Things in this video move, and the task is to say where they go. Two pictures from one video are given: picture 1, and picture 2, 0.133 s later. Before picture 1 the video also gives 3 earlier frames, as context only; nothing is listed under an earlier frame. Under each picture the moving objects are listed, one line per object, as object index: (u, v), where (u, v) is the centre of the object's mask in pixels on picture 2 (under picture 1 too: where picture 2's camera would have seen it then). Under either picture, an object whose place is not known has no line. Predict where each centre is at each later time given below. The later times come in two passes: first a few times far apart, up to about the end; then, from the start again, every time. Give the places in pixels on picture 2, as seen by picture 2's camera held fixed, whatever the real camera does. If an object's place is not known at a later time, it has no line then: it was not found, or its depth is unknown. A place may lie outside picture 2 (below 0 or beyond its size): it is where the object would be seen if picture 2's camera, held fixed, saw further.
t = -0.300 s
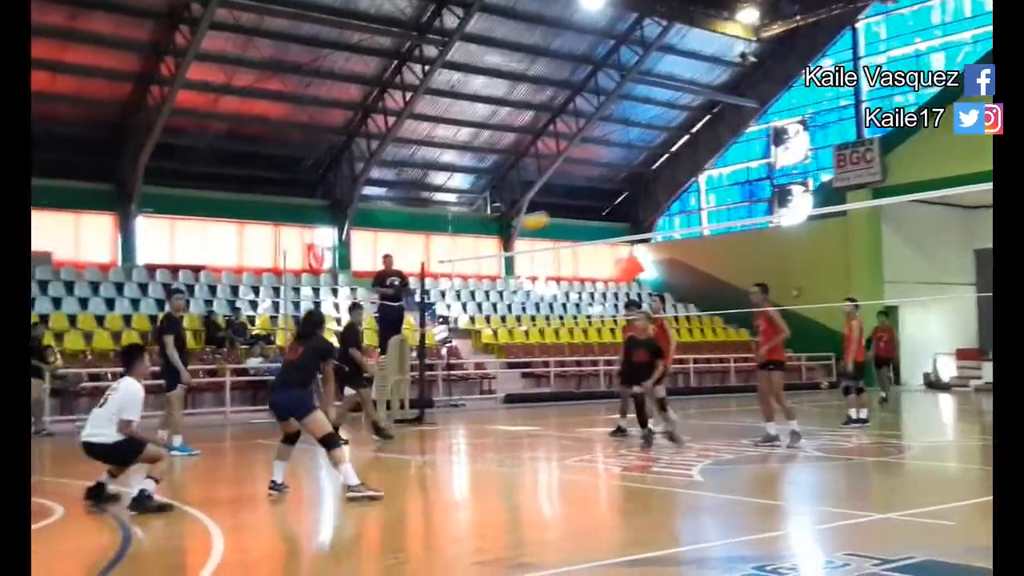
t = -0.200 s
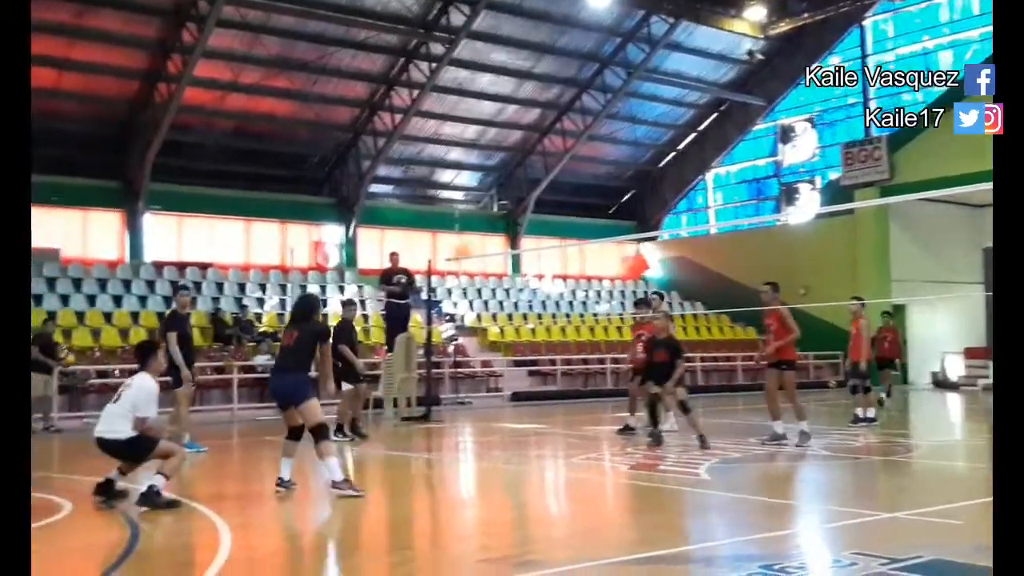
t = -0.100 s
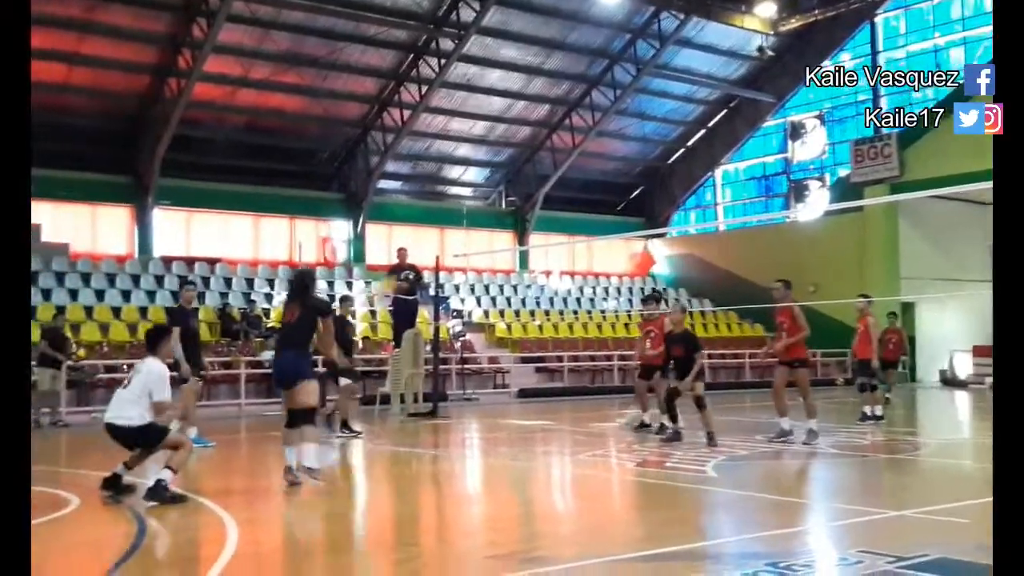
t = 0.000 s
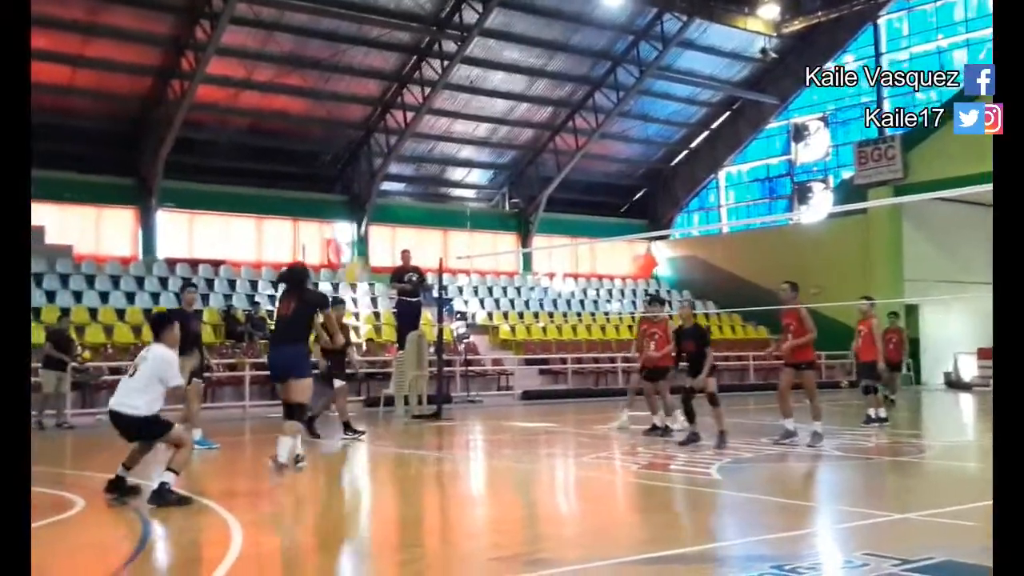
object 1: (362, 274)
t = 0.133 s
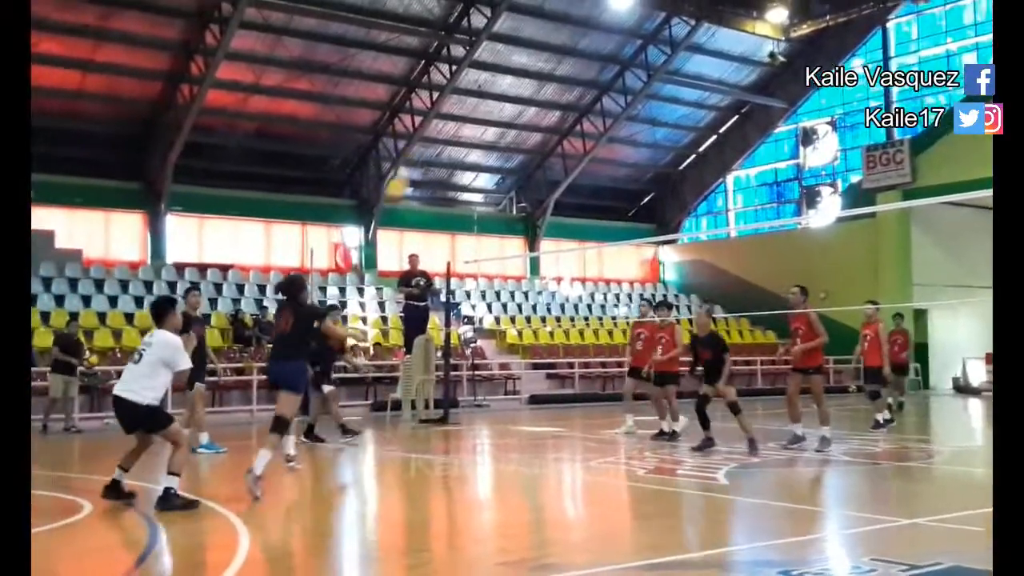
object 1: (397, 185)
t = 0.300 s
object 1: (442, 99)
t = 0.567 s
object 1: (505, 30)
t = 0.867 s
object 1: (571, 42)
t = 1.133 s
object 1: (624, 120)
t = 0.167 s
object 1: (408, 160)
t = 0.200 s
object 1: (412, 148)
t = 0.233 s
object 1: (423, 127)
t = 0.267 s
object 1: (433, 111)
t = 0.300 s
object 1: (442, 99)
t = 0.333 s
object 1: (451, 82)
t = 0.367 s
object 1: (458, 75)
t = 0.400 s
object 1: (465, 64)
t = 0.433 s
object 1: (474, 52)
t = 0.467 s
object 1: (481, 46)
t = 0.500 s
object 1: (490, 39)
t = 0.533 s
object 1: (496, 36)
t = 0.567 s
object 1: (505, 30)
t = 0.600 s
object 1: (513, 27)
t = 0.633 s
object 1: (519, 25)
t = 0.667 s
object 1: (528, 23)
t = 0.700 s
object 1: (535, 25)
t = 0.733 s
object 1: (542, 26)
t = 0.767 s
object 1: (551, 27)
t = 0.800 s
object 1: (557, 31)
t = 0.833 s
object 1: (564, 35)
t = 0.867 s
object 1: (571, 42)
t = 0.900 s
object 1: (577, 49)
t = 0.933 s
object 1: (585, 55)
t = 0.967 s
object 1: (591, 63)
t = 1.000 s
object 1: (598, 73)
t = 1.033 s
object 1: (604, 82)
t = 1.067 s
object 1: (611, 93)
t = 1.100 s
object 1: (619, 108)
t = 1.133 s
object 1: (624, 120)
